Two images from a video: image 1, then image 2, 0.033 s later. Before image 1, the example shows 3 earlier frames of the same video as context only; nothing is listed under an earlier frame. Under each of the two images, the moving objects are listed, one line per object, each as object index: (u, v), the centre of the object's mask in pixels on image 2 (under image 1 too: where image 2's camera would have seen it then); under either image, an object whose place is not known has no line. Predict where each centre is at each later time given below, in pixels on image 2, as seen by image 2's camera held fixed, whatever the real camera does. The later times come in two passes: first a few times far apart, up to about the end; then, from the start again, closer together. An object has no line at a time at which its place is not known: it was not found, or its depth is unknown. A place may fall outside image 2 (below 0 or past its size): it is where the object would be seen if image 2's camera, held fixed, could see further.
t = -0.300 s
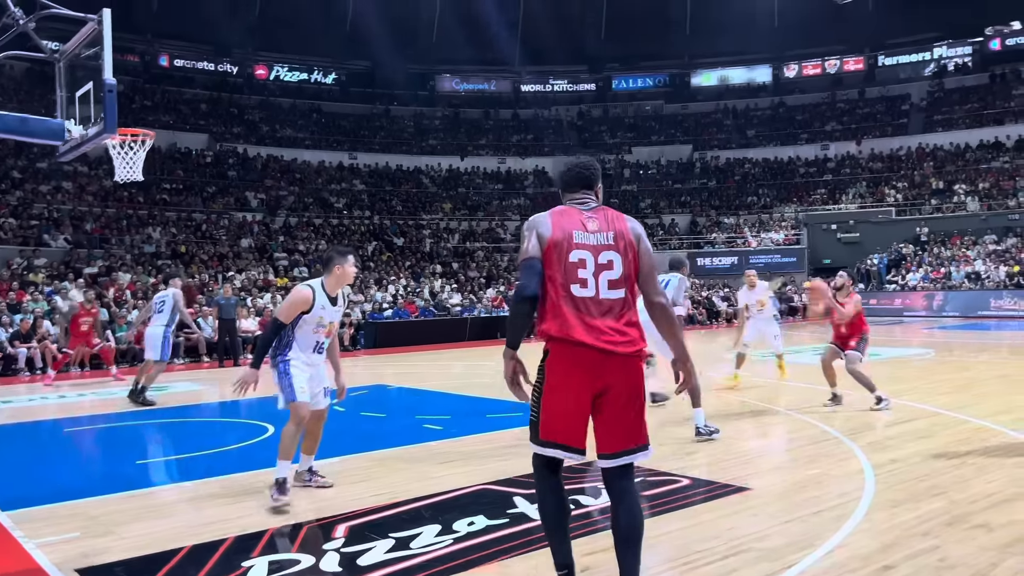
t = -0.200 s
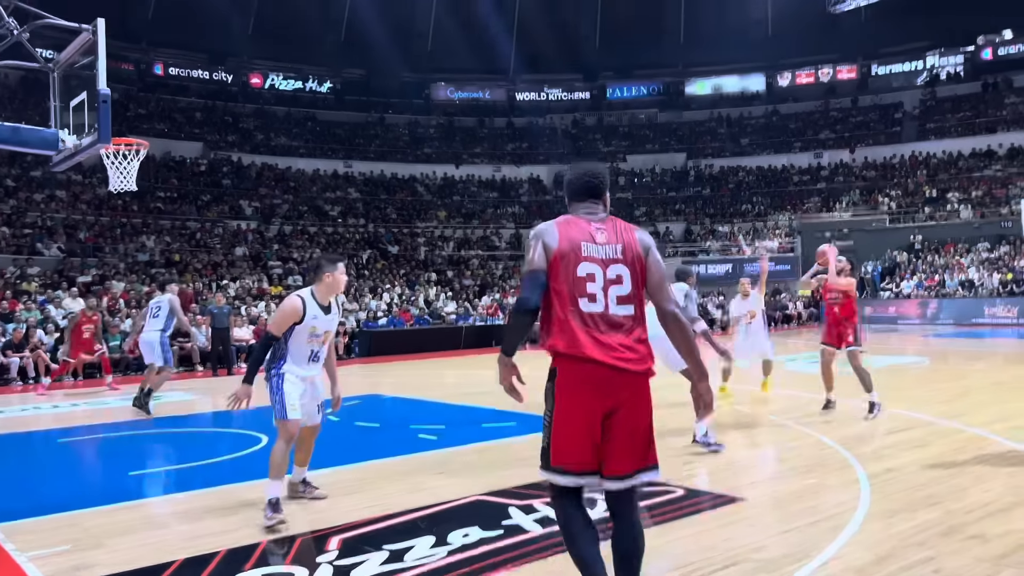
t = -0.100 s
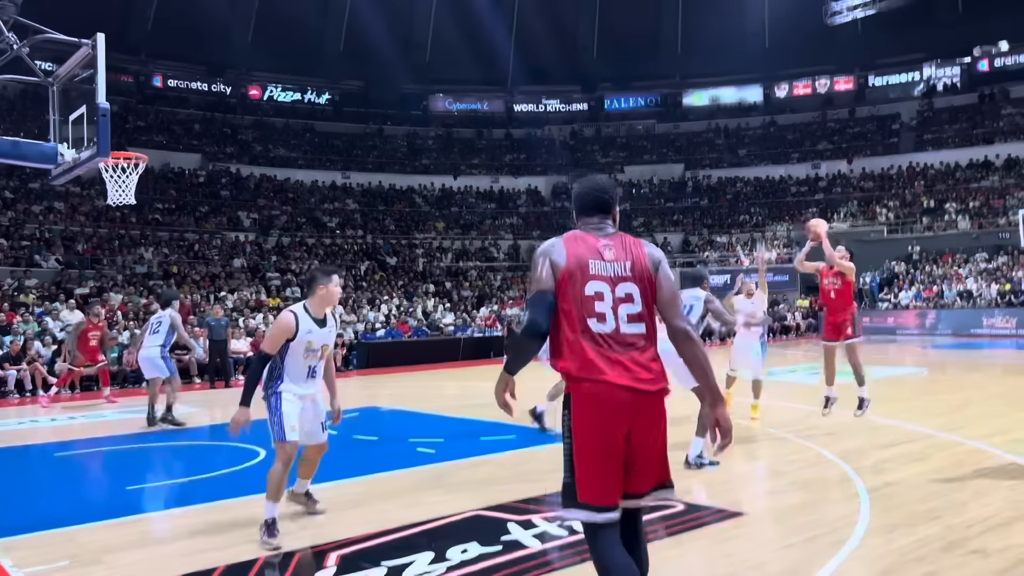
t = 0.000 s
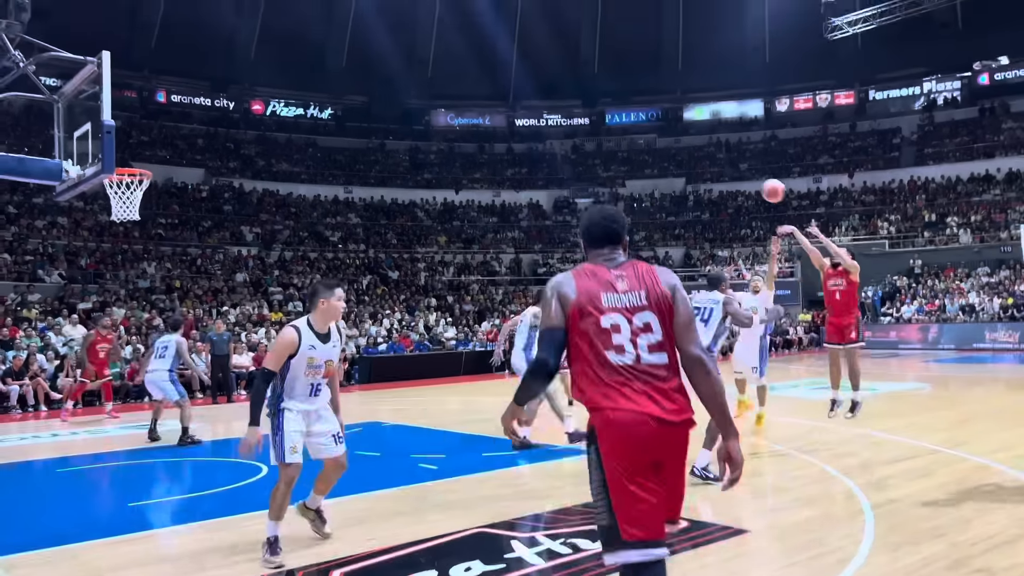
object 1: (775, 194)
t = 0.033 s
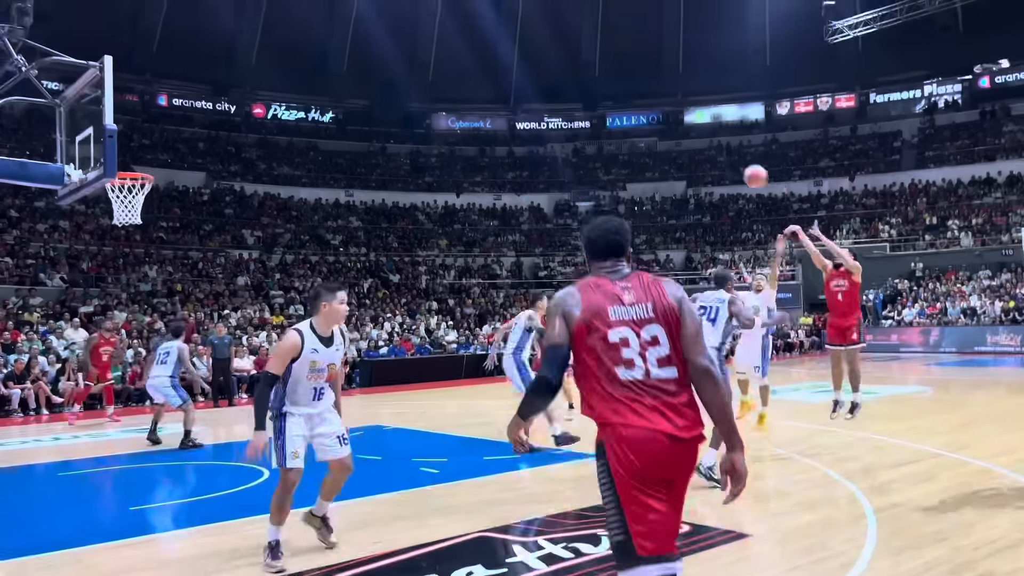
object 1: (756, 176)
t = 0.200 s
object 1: (663, 102)
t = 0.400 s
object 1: (555, 47)
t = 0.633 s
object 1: (425, 23)
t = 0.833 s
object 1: (311, 41)
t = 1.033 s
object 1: (195, 99)
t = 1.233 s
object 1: (129, 160)
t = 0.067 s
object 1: (737, 160)
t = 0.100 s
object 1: (718, 144)
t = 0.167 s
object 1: (682, 116)
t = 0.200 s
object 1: (663, 102)
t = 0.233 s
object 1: (645, 90)
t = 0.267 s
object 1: (626, 79)
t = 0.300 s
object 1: (608, 69)
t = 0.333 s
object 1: (591, 61)
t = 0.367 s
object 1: (573, 53)
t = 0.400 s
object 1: (555, 47)
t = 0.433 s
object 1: (537, 41)
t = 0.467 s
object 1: (518, 35)
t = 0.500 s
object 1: (500, 31)
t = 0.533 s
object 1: (482, 28)
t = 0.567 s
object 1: (463, 25)
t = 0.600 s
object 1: (444, 23)
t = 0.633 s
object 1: (425, 23)
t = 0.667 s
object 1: (407, 23)
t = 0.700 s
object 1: (388, 25)
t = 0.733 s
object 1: (368, 27)
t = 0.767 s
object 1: (350, 31)
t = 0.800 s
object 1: (331, 35)
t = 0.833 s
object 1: (311, 41)
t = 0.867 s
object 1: (292, 47)
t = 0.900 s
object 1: (273, 56)
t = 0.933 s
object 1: (254, 65)
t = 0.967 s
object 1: (235, 75)
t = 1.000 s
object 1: (213, 86)
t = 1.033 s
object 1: (195, 99)
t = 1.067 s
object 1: (178, 113)
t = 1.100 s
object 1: (154, 127)
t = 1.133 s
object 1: (134, 144)
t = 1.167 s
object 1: (121, 160)
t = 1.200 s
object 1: (120, 165)
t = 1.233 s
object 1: (129, 160)
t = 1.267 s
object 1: (145, 154)
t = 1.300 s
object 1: (159, 150)
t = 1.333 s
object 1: (170, 147)
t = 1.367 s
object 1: (183, 144)
